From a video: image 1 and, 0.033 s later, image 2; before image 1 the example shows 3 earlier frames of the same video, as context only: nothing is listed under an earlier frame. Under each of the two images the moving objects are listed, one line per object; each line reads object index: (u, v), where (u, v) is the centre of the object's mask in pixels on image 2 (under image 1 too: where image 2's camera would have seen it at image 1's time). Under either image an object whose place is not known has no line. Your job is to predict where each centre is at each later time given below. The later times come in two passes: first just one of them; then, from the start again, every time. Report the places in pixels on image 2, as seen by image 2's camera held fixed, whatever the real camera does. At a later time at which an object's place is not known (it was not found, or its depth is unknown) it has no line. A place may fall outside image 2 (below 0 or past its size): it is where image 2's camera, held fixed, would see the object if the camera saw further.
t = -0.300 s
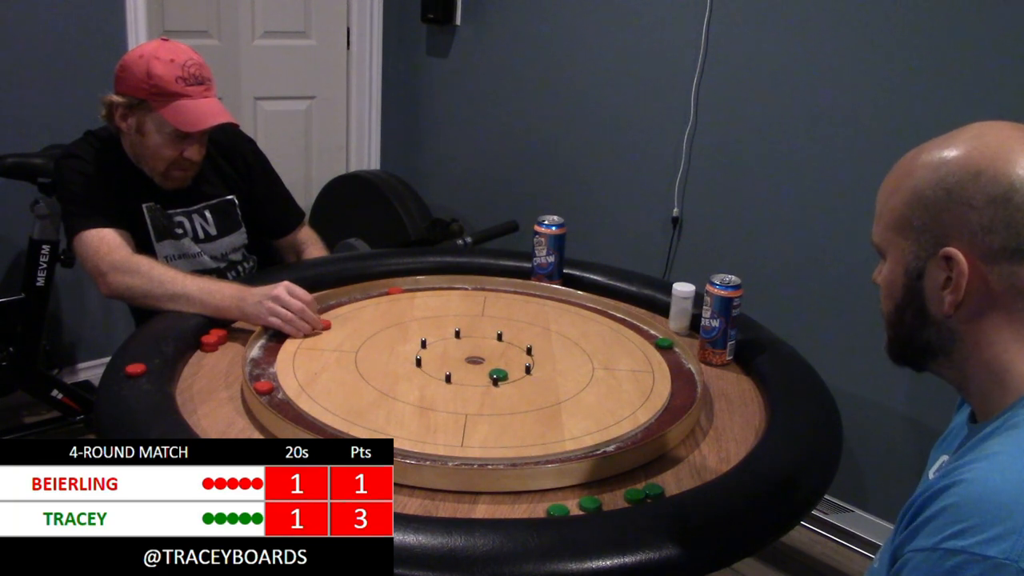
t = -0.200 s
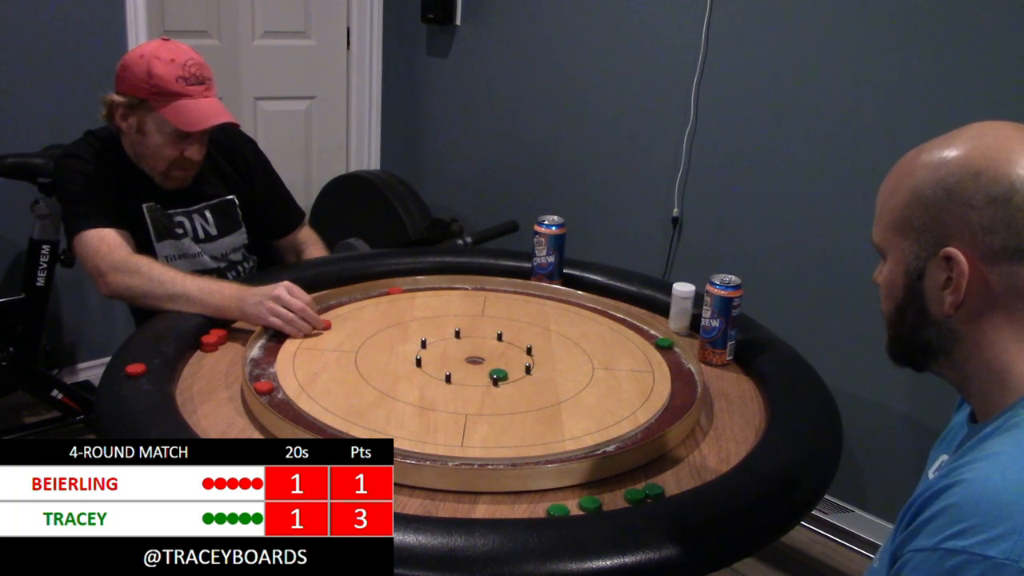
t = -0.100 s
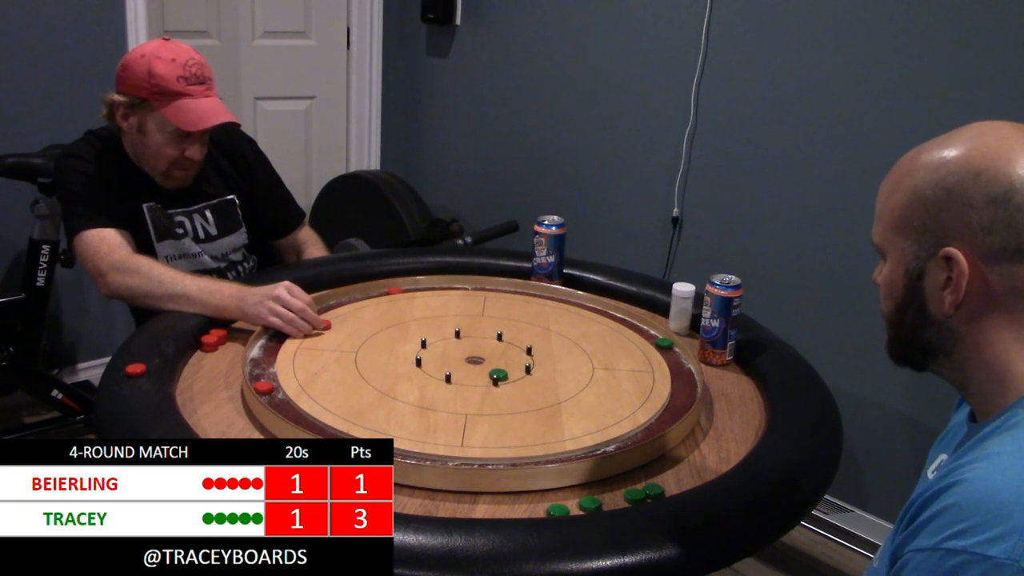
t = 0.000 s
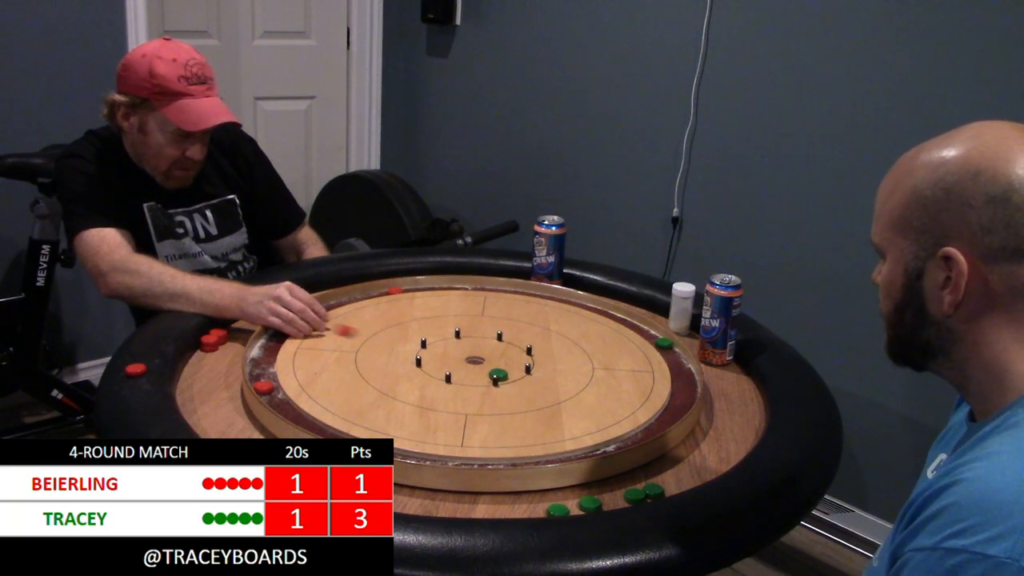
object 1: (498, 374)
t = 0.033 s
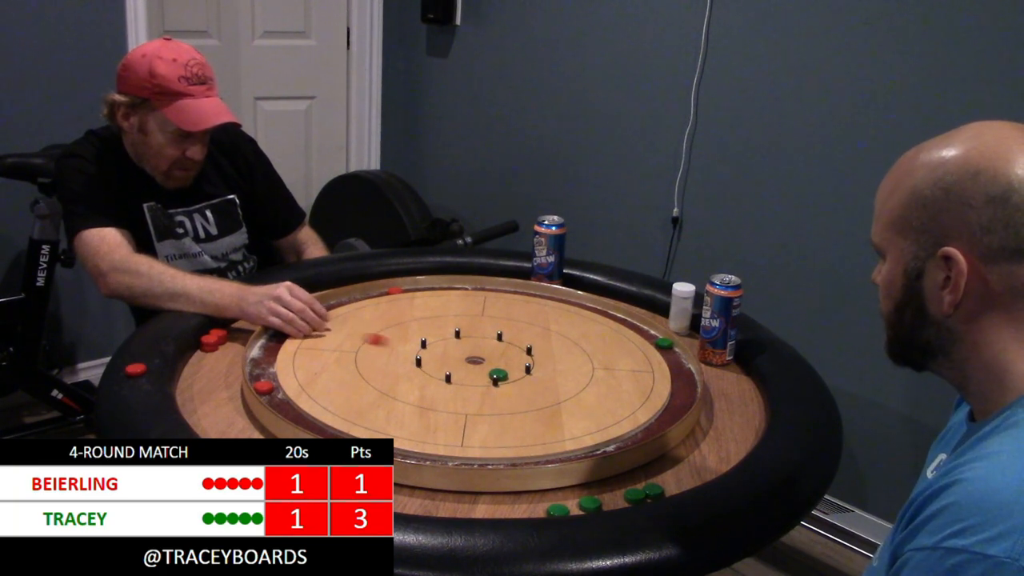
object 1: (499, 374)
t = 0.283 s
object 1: (616, 413)
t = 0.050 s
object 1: (499, 374)
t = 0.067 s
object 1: (499, 374)
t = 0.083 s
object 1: (499, 374)
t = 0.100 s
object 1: (499, 374)
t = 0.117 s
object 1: (499, 374)
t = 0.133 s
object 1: (499, 374)
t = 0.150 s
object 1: (502, 375)
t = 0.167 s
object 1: (516, 380)
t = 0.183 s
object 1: (530, 385)
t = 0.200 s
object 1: (544, 389)
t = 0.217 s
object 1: (558, 394)
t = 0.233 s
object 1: (573, 399)
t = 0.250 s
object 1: (587, 403)
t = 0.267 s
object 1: (601, 408)
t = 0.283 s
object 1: (616, 413)
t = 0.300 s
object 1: (630, 417)
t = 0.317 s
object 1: (645, 422)
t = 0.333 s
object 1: (657, 427)
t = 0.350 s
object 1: (656, 428)
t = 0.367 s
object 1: (654, 428)
